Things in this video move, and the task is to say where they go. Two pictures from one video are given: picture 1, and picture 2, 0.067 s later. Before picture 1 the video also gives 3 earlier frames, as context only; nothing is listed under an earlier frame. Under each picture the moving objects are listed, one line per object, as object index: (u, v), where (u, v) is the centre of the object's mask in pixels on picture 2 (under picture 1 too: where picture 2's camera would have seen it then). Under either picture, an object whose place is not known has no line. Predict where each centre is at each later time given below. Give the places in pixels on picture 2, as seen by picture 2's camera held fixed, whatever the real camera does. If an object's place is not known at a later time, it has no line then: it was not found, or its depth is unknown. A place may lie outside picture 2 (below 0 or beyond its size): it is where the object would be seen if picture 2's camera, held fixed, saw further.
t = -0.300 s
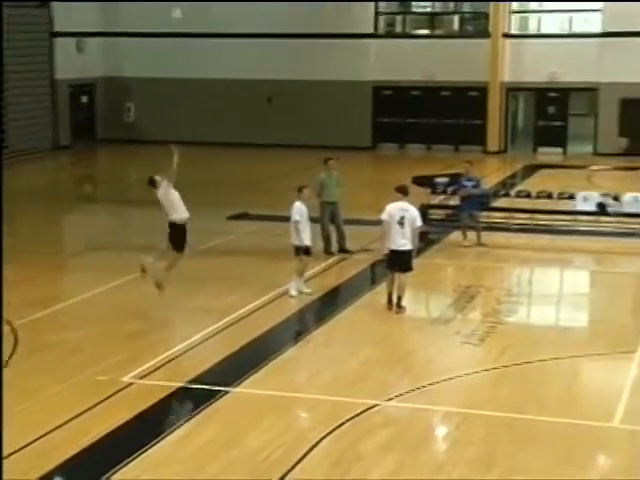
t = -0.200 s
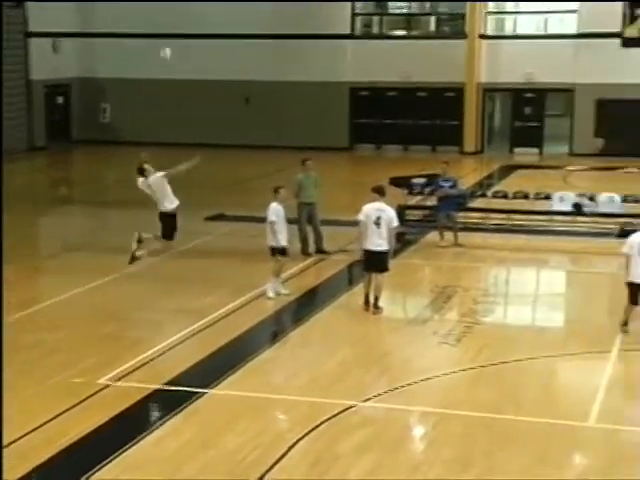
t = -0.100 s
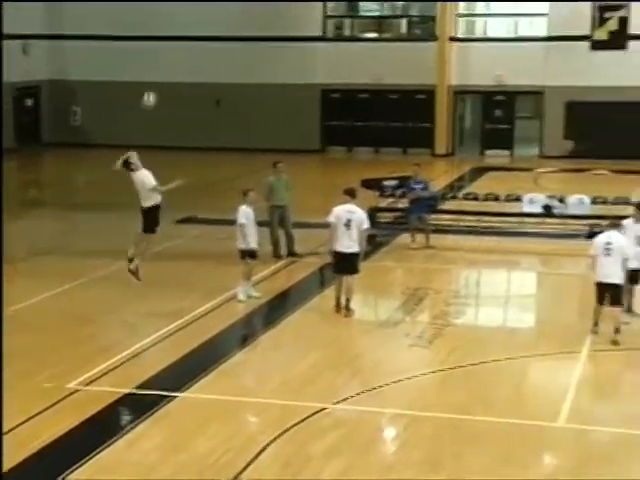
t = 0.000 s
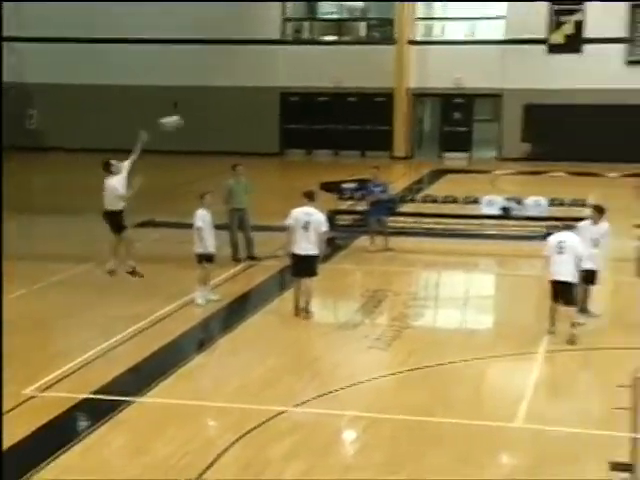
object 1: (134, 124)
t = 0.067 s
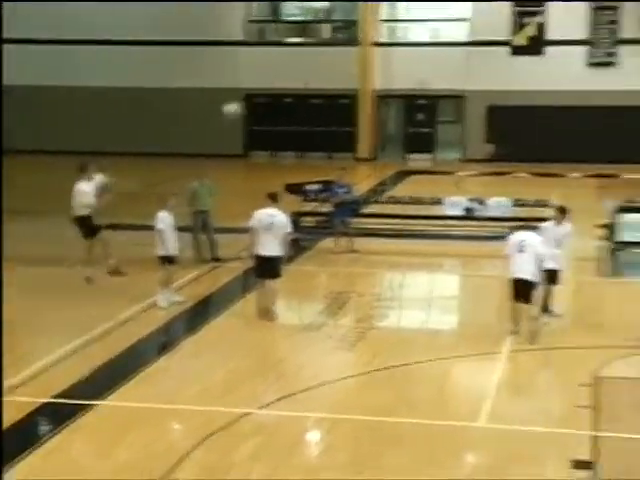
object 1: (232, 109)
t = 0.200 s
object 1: (424, 96)
